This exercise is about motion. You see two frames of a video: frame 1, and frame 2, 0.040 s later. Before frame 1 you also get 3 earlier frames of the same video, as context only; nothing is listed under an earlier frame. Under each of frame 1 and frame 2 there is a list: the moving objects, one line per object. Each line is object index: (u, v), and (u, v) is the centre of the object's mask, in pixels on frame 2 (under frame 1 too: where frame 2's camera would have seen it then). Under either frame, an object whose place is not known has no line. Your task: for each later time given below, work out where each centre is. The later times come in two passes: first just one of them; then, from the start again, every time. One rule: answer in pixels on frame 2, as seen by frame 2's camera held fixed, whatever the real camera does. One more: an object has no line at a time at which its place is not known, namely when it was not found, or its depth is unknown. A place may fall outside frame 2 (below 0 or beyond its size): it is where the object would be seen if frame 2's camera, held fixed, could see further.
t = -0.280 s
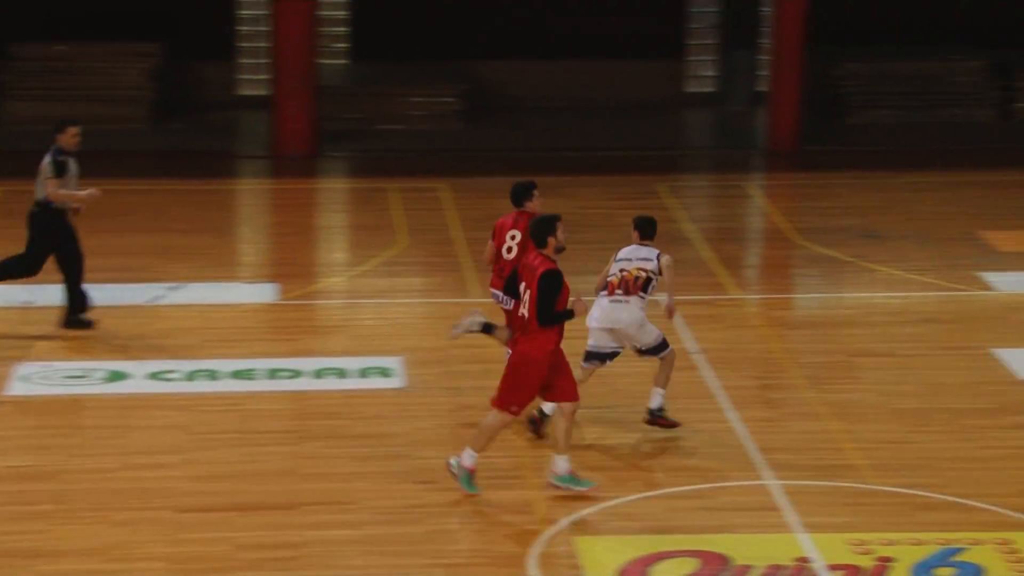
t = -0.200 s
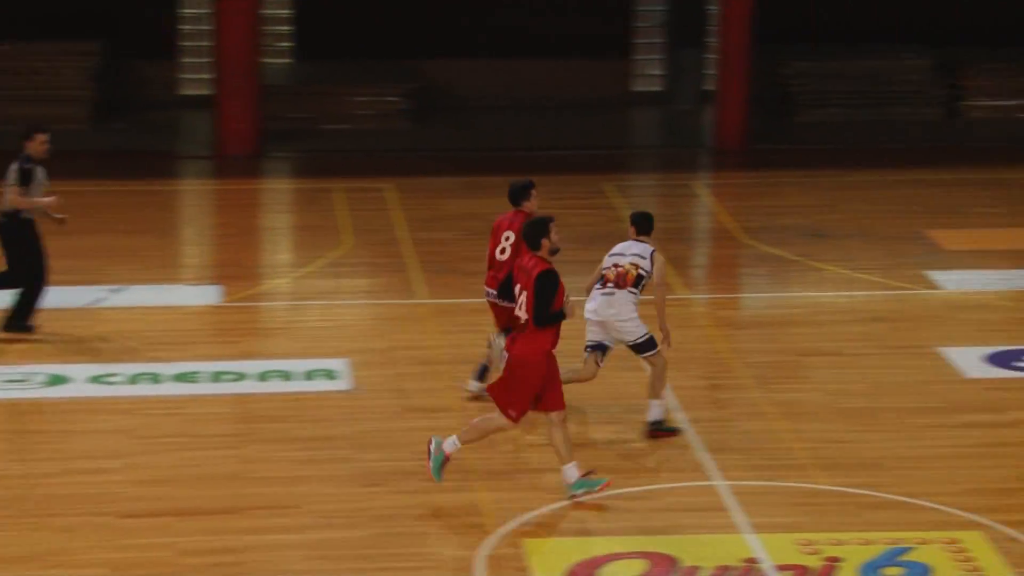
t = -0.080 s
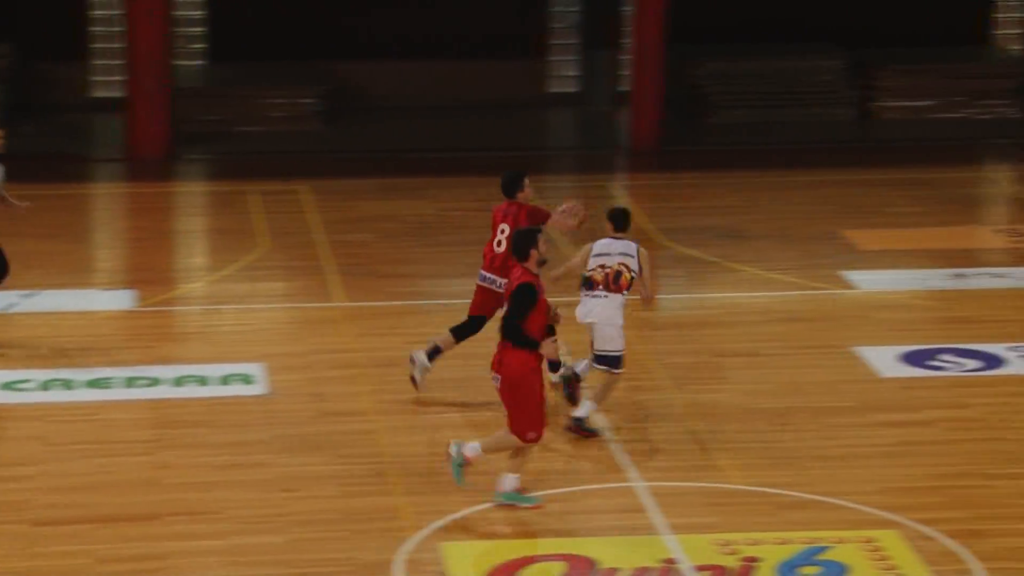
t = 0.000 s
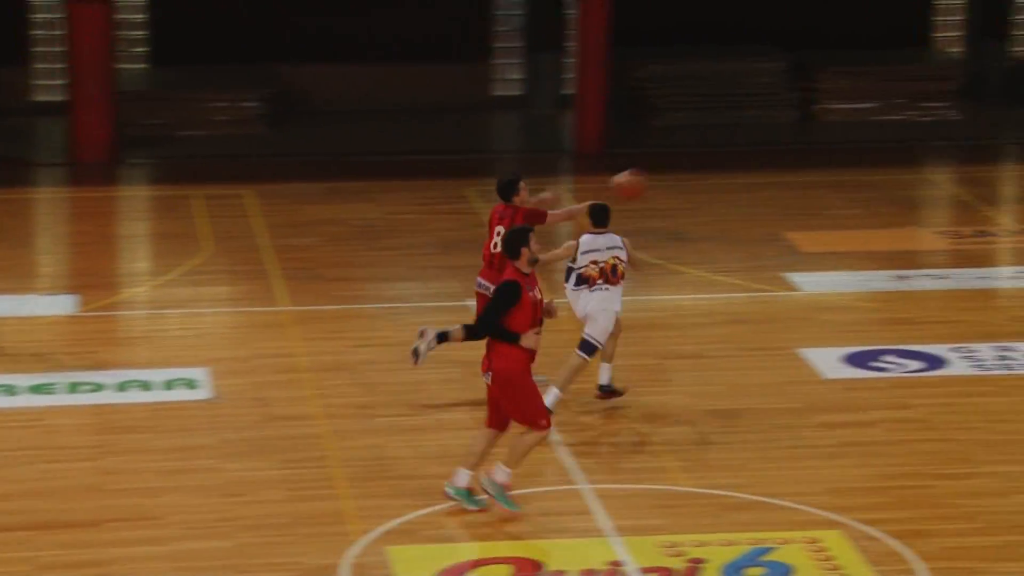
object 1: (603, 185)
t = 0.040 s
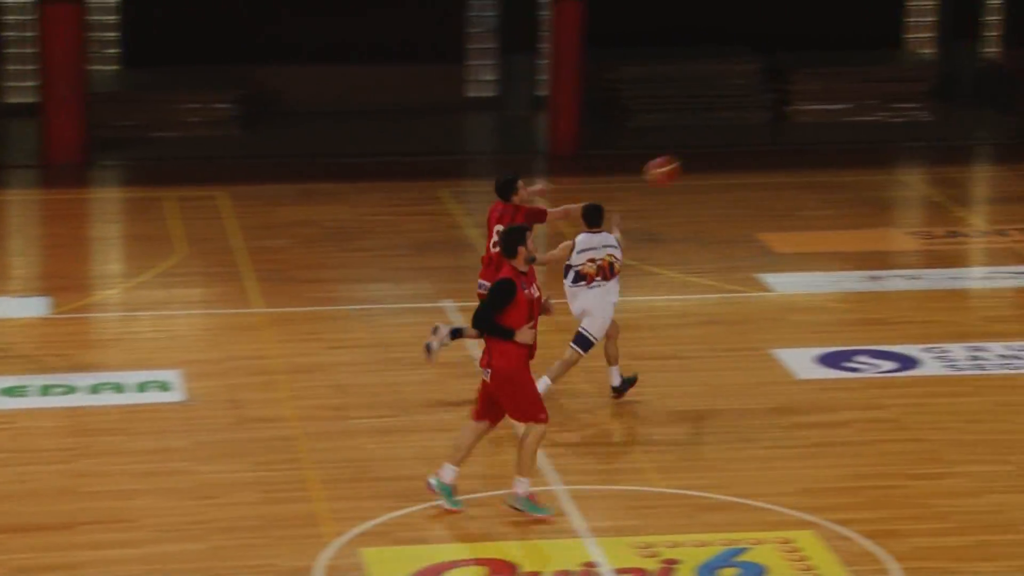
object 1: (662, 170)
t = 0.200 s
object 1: (896, 130)
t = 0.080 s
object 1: (722, 159)
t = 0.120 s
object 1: (781, 148)
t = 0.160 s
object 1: (839, 138)
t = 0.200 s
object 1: (896, 130)
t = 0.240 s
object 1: (953, 124)
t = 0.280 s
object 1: (1008, 120)
